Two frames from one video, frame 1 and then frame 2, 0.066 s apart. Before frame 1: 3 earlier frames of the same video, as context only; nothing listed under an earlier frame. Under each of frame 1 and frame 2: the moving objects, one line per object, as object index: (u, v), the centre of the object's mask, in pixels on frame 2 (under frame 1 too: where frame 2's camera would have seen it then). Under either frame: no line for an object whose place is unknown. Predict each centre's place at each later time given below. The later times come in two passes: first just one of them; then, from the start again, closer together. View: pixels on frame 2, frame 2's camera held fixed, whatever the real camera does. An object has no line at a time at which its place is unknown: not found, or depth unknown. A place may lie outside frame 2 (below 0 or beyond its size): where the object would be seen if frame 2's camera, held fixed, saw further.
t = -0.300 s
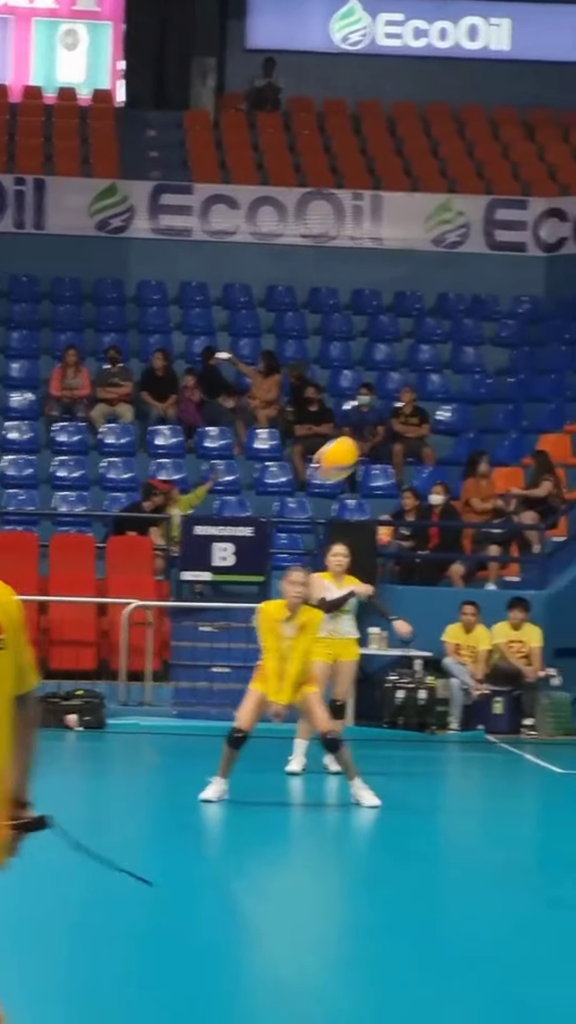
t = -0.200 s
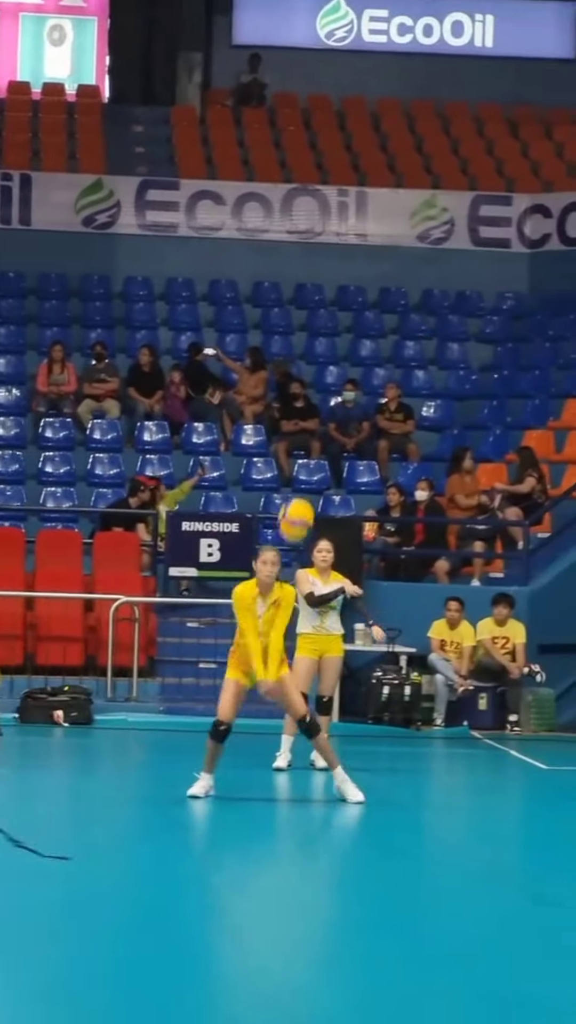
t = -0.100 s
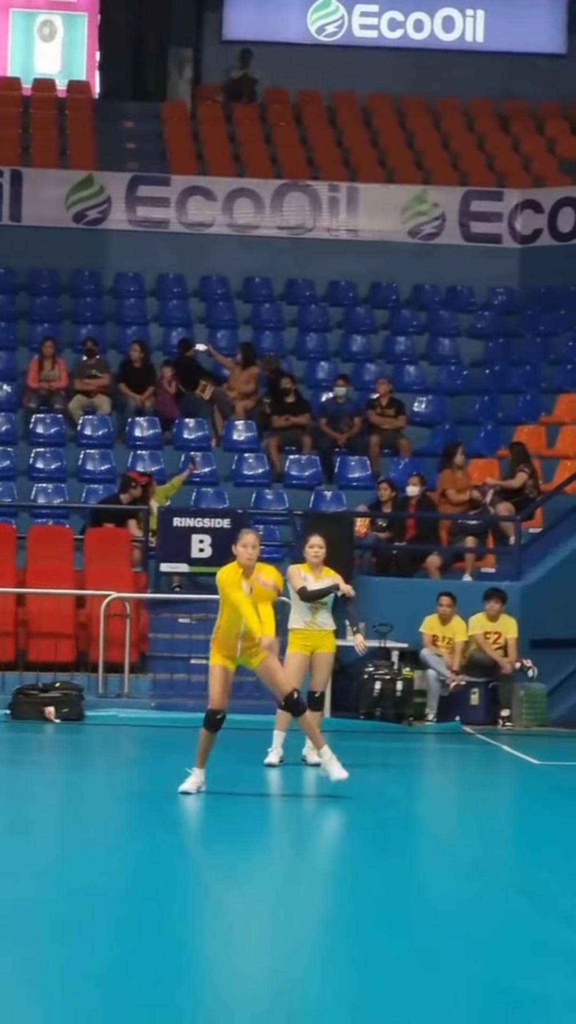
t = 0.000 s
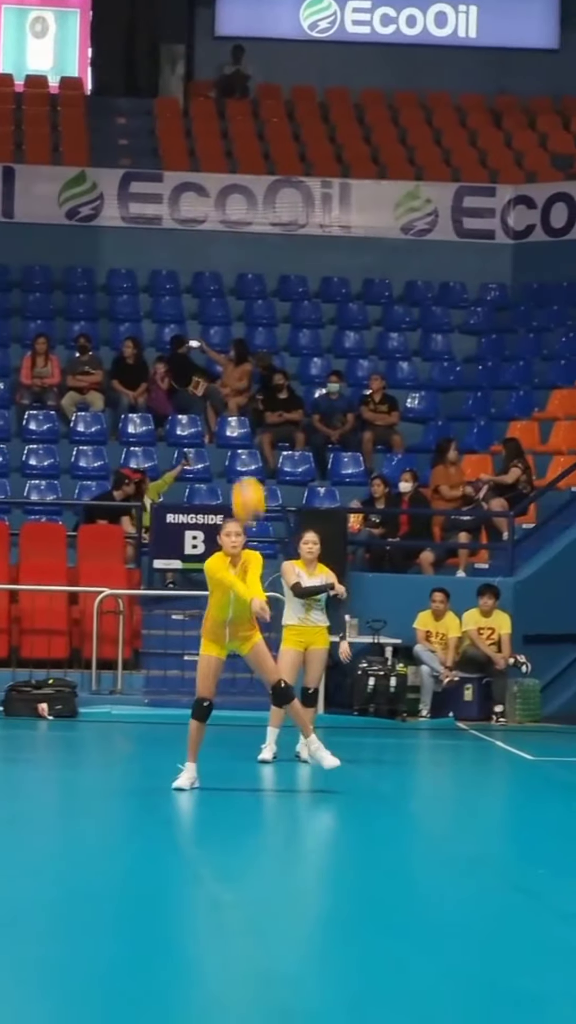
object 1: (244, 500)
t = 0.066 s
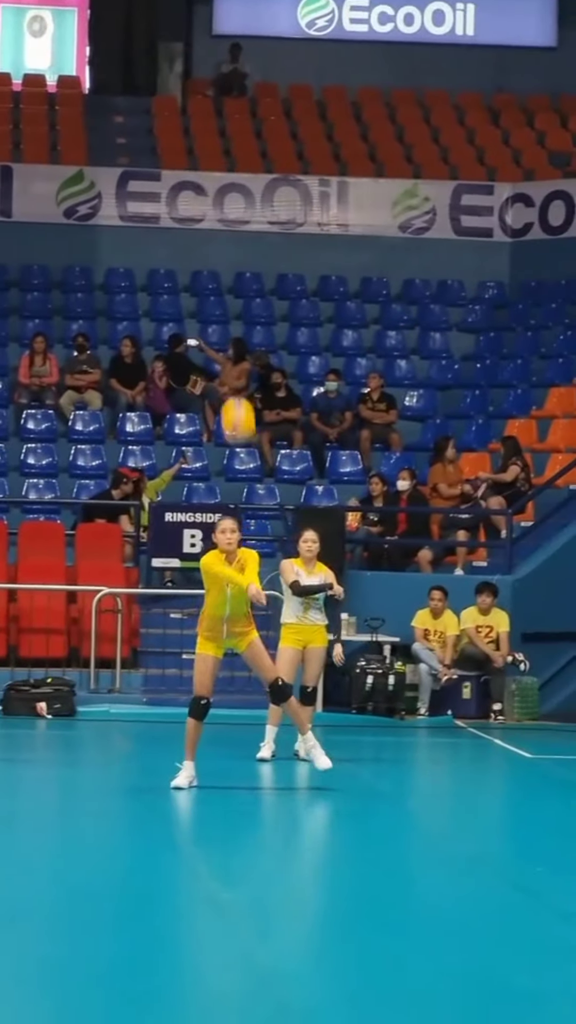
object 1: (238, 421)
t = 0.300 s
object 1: (206, 194)
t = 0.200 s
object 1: (220, 282)
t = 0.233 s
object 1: (215, 252)
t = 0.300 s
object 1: (206, 194)
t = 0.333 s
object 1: (201, 169)
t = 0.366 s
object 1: (195, 146)
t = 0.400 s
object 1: (190, 124)
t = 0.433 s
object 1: (184, 103)
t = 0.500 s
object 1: (176, 64)
